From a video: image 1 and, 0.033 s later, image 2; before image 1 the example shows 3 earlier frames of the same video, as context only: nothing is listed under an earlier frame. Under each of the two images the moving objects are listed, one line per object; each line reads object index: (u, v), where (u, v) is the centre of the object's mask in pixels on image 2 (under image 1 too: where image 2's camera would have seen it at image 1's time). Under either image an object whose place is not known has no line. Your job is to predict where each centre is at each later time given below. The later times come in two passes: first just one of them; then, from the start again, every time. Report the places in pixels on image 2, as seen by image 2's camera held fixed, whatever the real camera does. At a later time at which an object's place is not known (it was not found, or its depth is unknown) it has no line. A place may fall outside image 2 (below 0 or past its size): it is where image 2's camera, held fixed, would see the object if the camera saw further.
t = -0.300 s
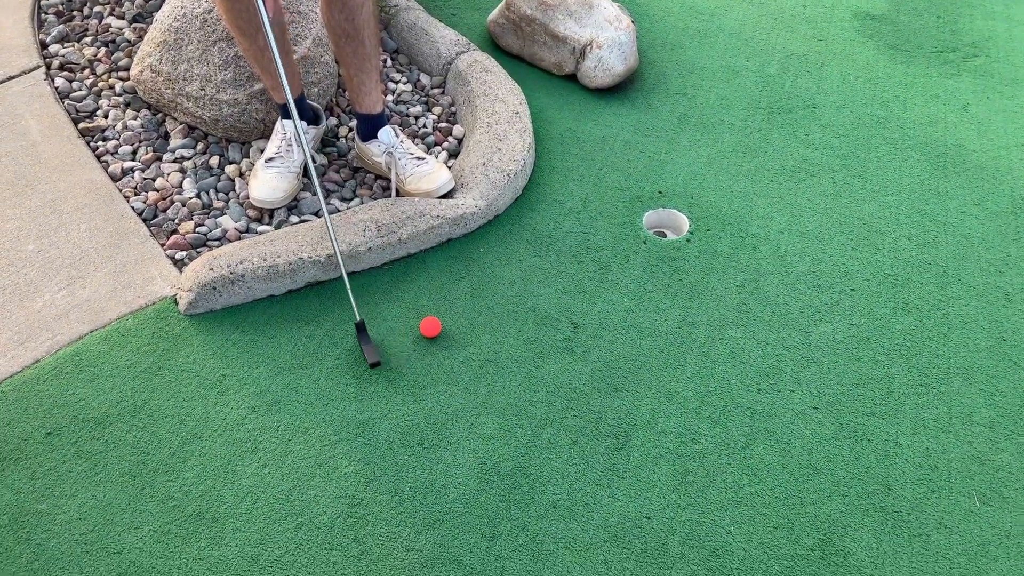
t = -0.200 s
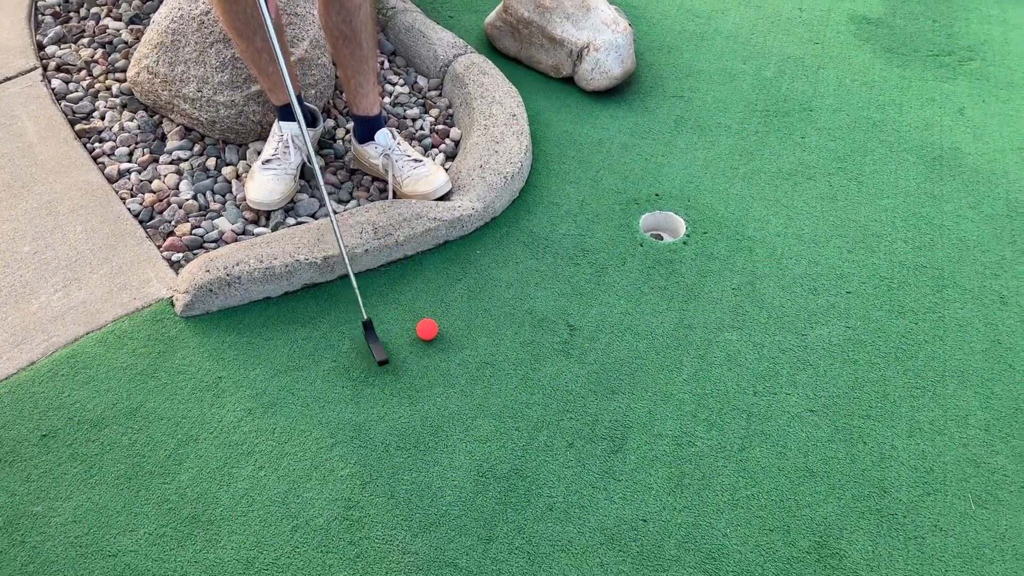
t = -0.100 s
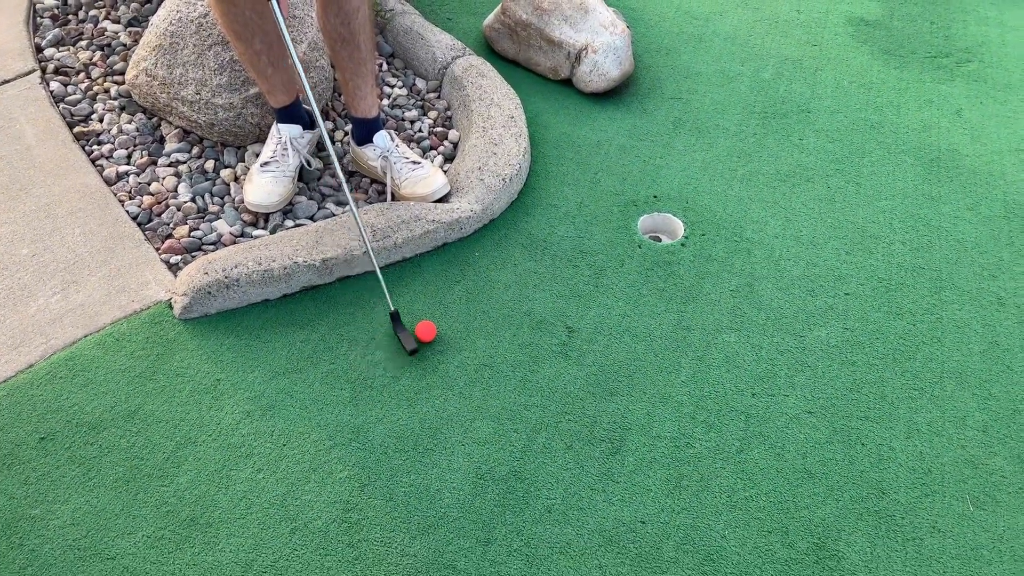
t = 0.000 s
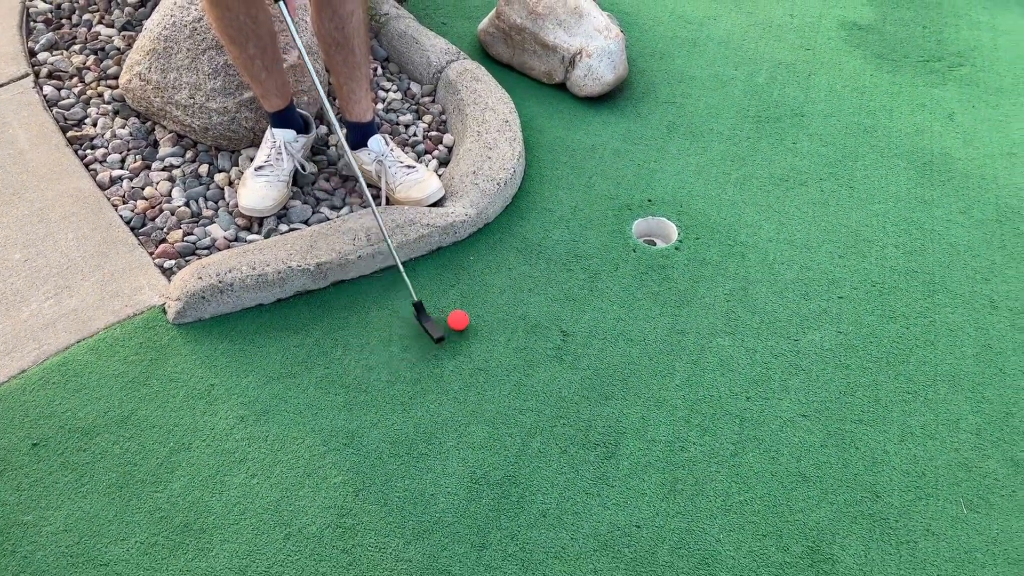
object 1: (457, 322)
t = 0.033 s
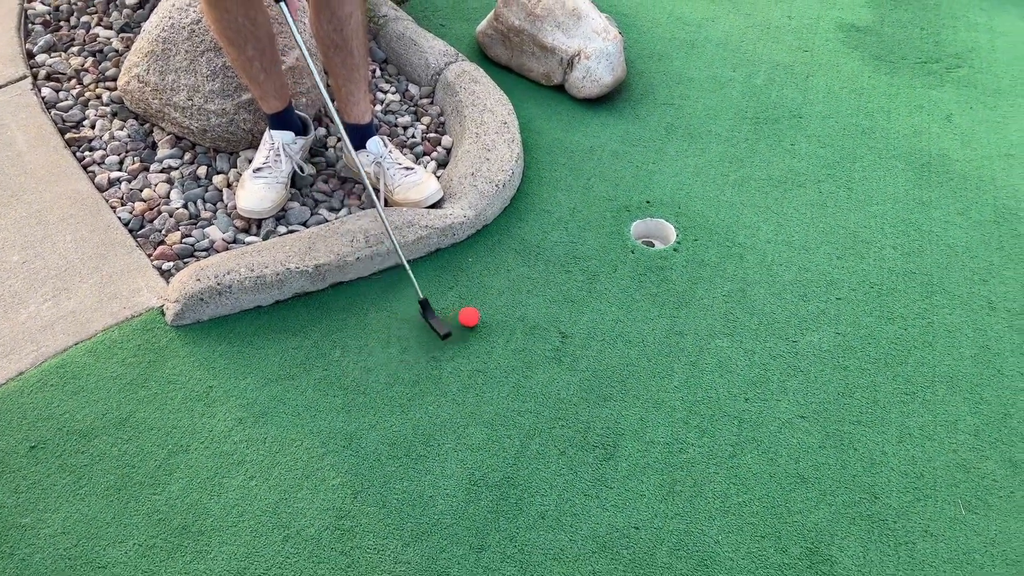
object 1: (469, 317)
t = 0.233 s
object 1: (535, 290)
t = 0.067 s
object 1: (481, 312)
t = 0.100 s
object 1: (493, 307)
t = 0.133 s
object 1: (504, 303)
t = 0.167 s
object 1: (515, 298)
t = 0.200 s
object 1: (525, 294)
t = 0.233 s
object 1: (535, 290)
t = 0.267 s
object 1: (546, 286)
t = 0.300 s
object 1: (556, 282)
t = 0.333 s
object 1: (565, 278)
